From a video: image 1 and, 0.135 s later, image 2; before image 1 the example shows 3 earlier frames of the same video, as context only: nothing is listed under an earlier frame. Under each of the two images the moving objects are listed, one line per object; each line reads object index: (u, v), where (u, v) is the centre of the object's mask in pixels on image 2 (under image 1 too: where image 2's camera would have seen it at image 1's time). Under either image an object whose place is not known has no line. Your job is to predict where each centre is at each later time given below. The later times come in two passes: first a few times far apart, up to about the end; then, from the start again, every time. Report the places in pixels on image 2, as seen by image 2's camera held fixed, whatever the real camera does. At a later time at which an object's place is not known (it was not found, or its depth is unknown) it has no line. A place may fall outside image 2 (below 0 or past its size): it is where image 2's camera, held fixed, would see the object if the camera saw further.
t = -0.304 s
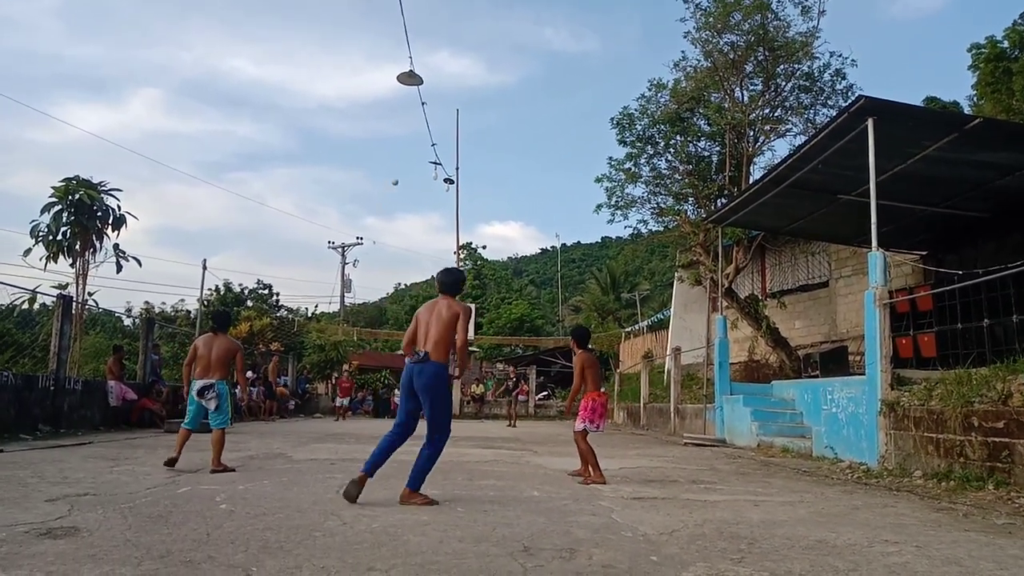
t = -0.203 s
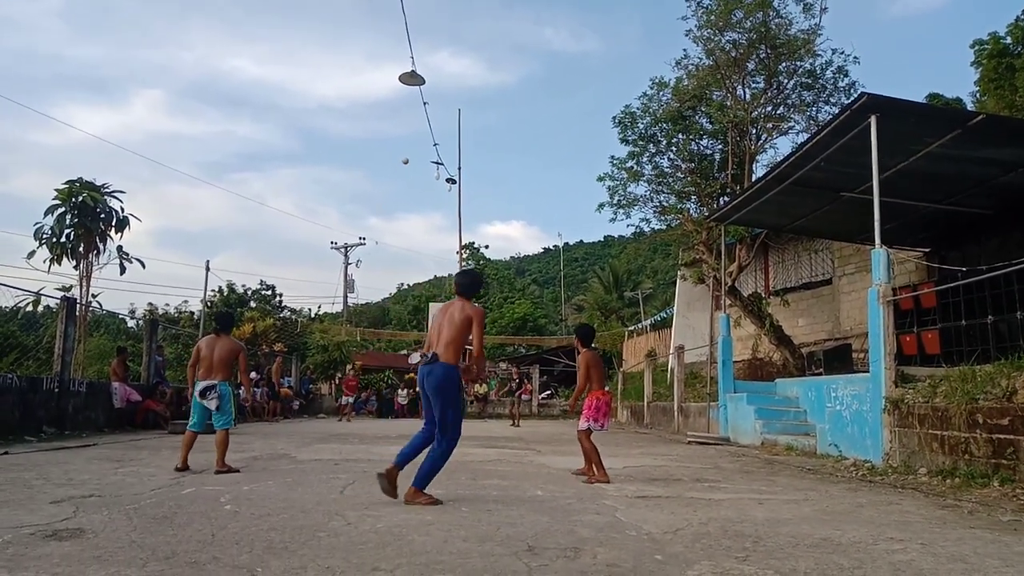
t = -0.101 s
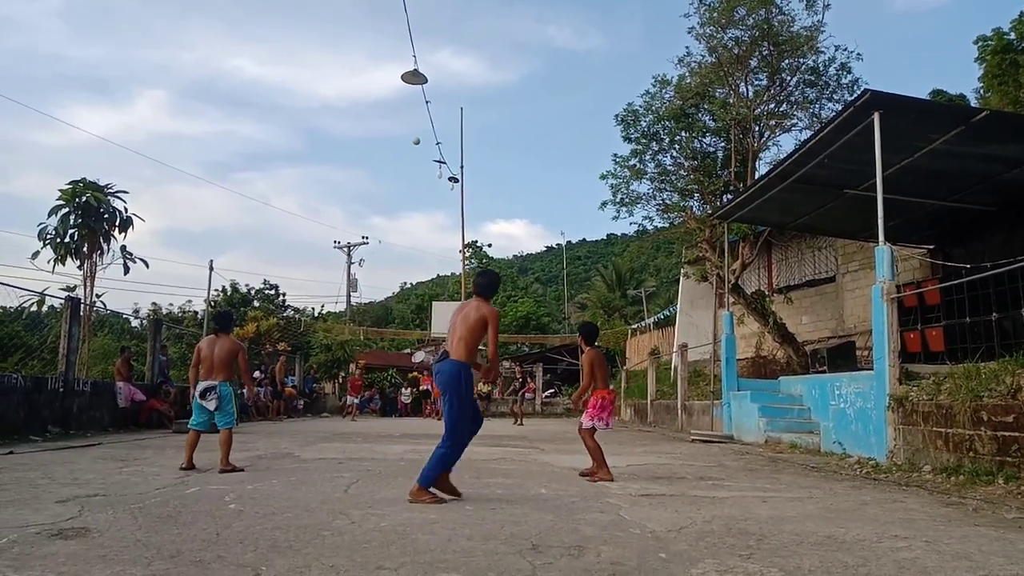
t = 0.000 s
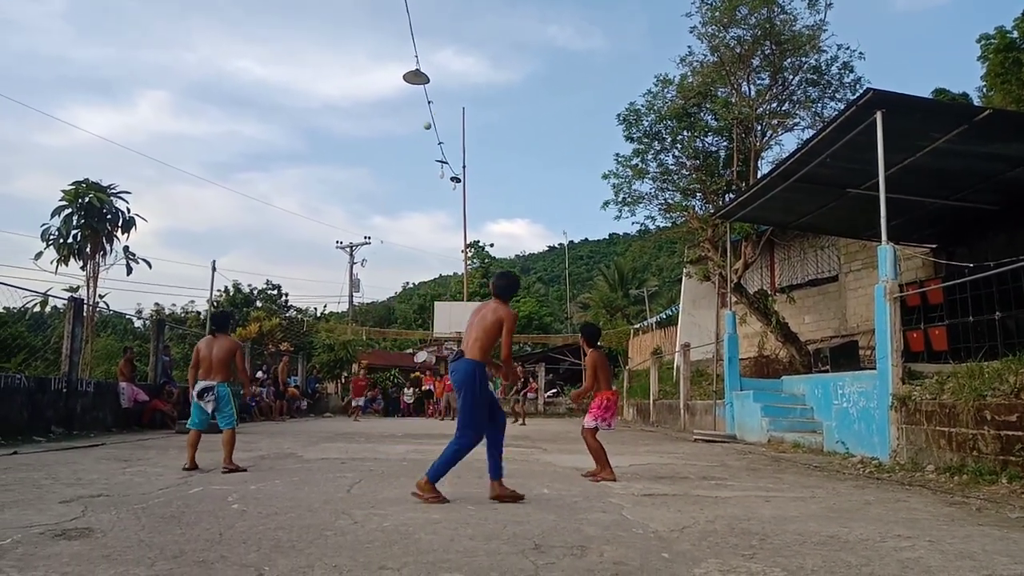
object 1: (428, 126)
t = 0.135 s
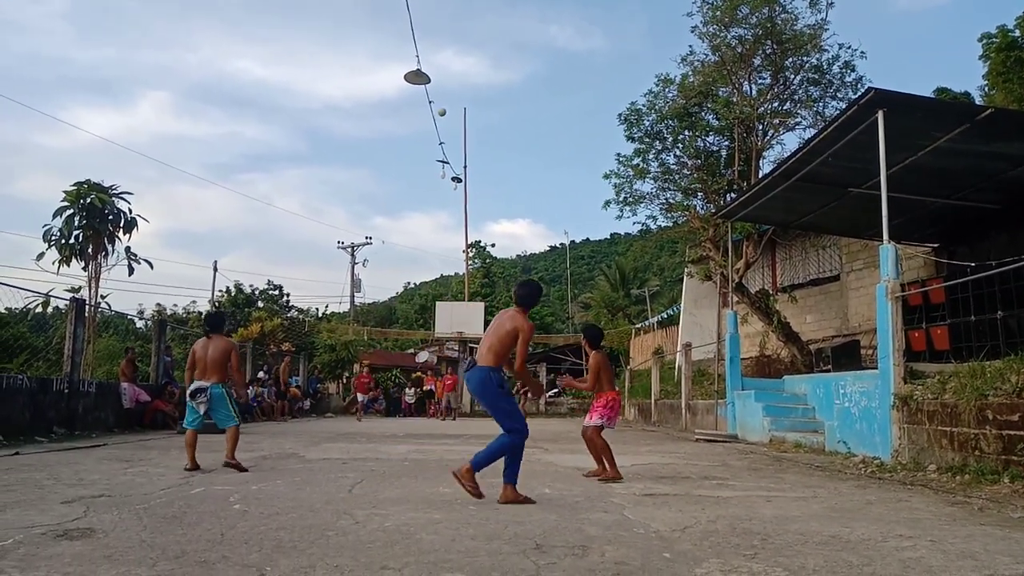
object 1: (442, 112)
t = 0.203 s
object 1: (449, 107)
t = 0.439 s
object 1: (478, 115)
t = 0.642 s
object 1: (510, 157)
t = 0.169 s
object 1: (445, 109)
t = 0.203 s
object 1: (449, 107)
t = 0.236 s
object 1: (453, 107)
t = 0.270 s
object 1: (456, 106)
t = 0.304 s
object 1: (461, 106)
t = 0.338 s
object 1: (465, 108)
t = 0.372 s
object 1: (469, 109)
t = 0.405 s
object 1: (474, 112)
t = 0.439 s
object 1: (478, 115)
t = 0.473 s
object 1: (483, 119)
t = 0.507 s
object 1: (488, 124)
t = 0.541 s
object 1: (493, 130)
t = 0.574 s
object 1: (498, 138)
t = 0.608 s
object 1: (504, 147)
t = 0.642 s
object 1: (510, 157)
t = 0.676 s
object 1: (516, 168)
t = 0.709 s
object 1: (522, 181)
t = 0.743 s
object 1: (529, 196)
